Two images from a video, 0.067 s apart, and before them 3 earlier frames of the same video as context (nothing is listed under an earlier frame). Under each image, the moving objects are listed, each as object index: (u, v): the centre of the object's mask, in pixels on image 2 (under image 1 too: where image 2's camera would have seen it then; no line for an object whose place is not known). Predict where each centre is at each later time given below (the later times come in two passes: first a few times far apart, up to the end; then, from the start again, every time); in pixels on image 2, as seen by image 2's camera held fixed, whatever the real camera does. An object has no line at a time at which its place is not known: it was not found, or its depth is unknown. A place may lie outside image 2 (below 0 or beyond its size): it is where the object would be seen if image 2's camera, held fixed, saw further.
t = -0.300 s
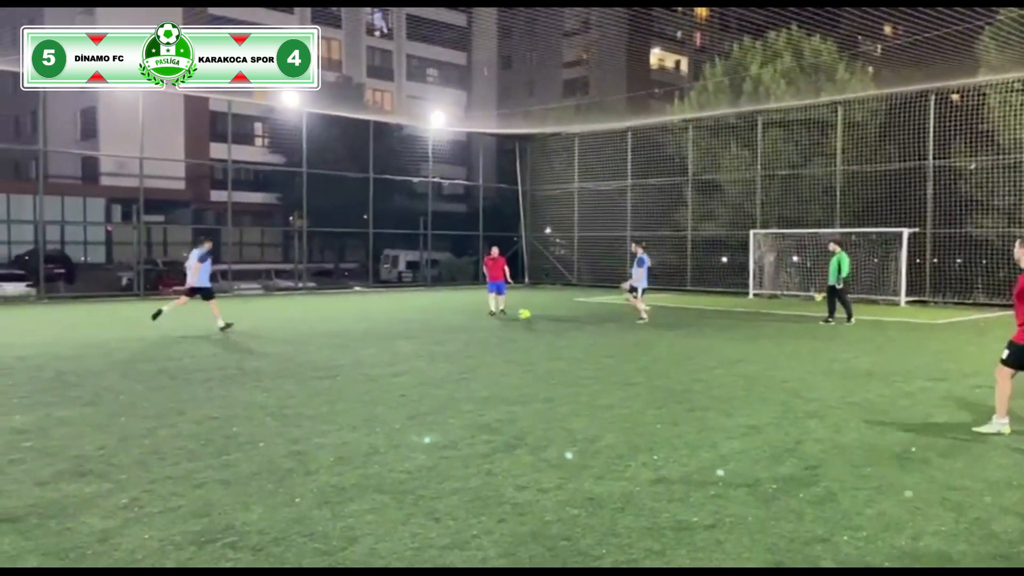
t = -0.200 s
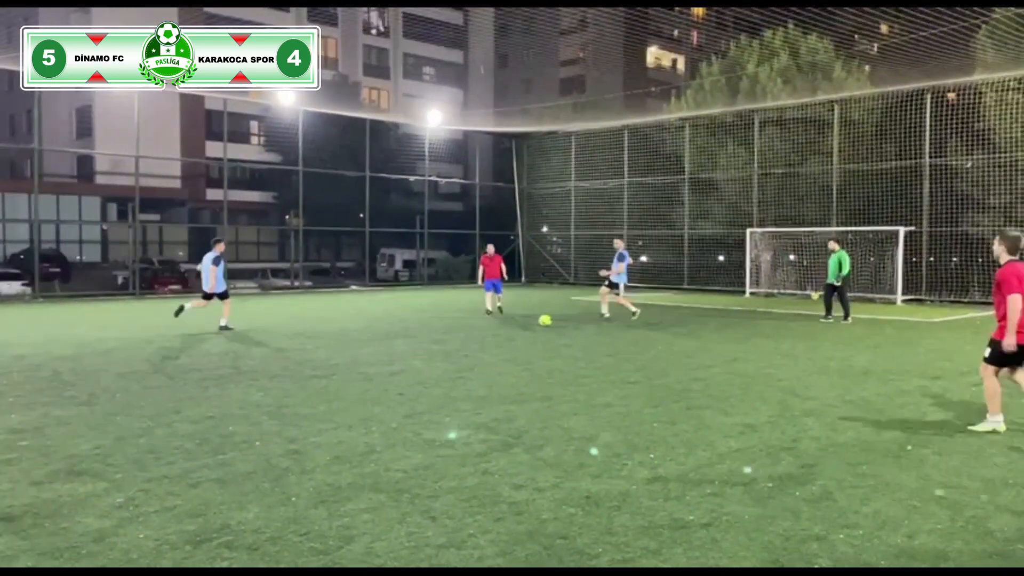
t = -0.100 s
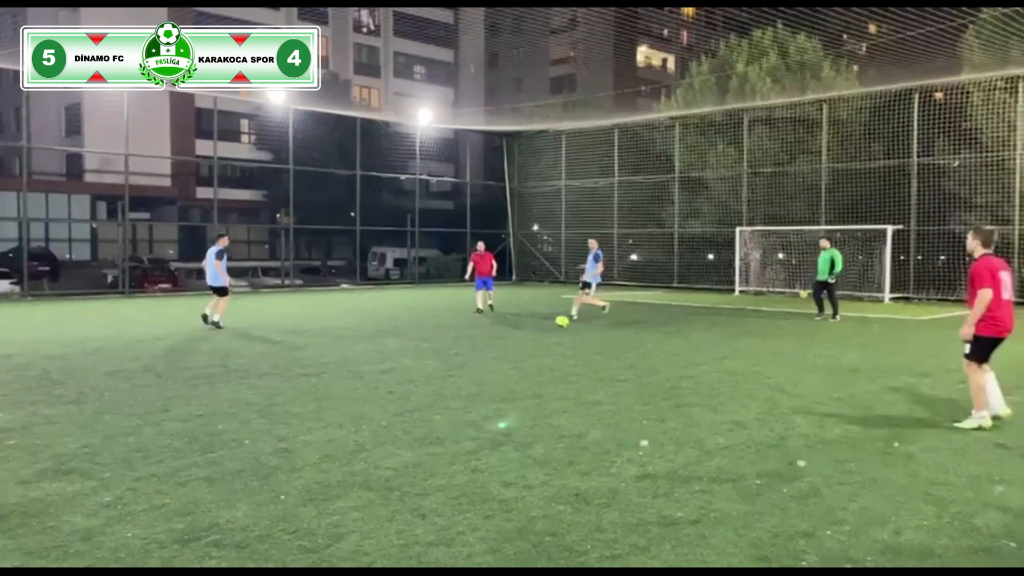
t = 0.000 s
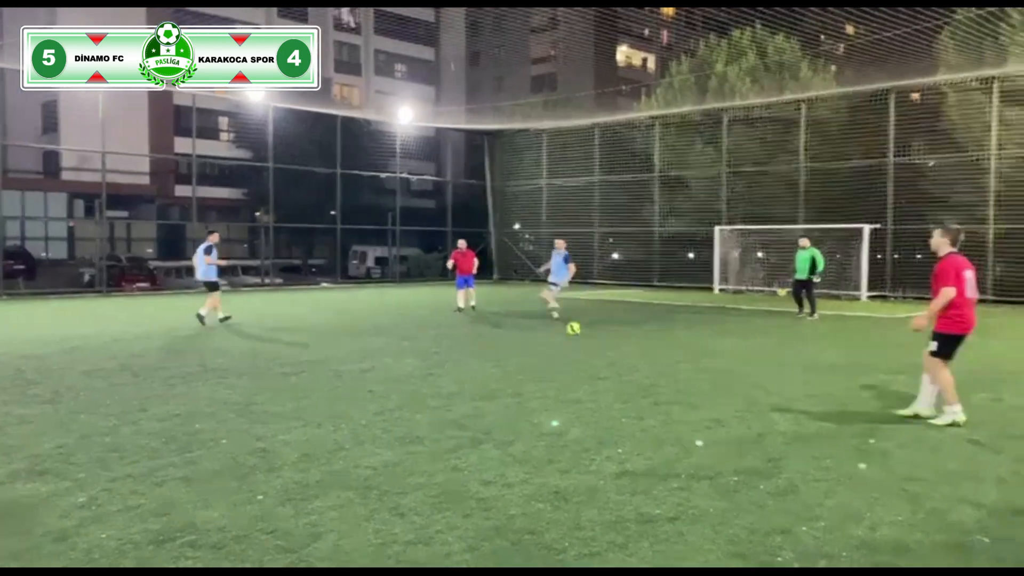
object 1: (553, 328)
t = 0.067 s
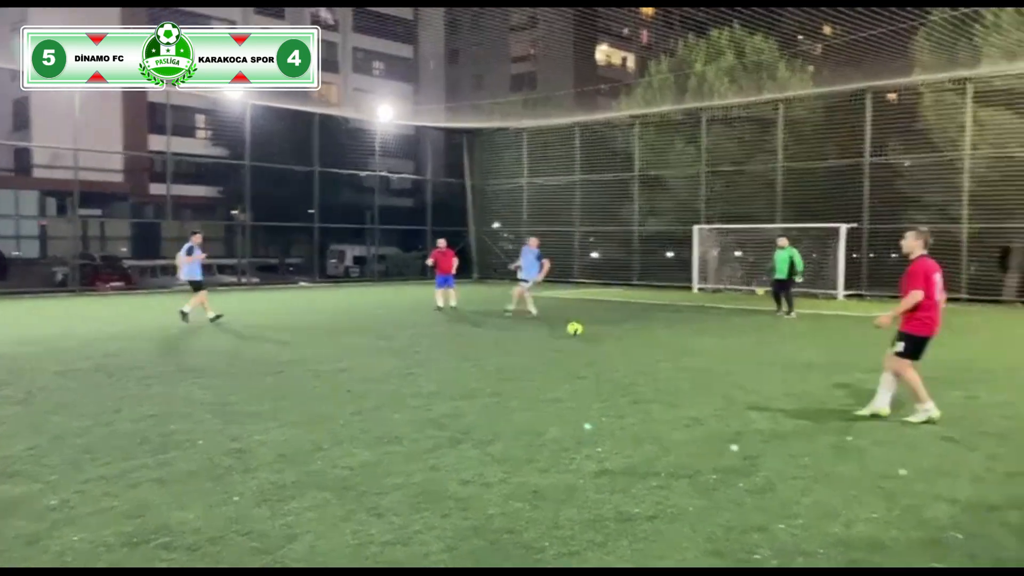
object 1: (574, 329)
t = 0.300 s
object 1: (666, 348)
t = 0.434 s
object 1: (731, 363)
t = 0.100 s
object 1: (586, 331)
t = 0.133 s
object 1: (598, 333)
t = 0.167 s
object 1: (611, 336)
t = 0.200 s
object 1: (624, 340)
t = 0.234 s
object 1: (638, 345)
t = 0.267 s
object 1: (651, 347)
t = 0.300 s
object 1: (666, 348)
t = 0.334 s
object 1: (681, 349)
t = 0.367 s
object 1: (697, 352)
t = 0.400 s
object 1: (713, 358)
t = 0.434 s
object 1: (731, 363)
